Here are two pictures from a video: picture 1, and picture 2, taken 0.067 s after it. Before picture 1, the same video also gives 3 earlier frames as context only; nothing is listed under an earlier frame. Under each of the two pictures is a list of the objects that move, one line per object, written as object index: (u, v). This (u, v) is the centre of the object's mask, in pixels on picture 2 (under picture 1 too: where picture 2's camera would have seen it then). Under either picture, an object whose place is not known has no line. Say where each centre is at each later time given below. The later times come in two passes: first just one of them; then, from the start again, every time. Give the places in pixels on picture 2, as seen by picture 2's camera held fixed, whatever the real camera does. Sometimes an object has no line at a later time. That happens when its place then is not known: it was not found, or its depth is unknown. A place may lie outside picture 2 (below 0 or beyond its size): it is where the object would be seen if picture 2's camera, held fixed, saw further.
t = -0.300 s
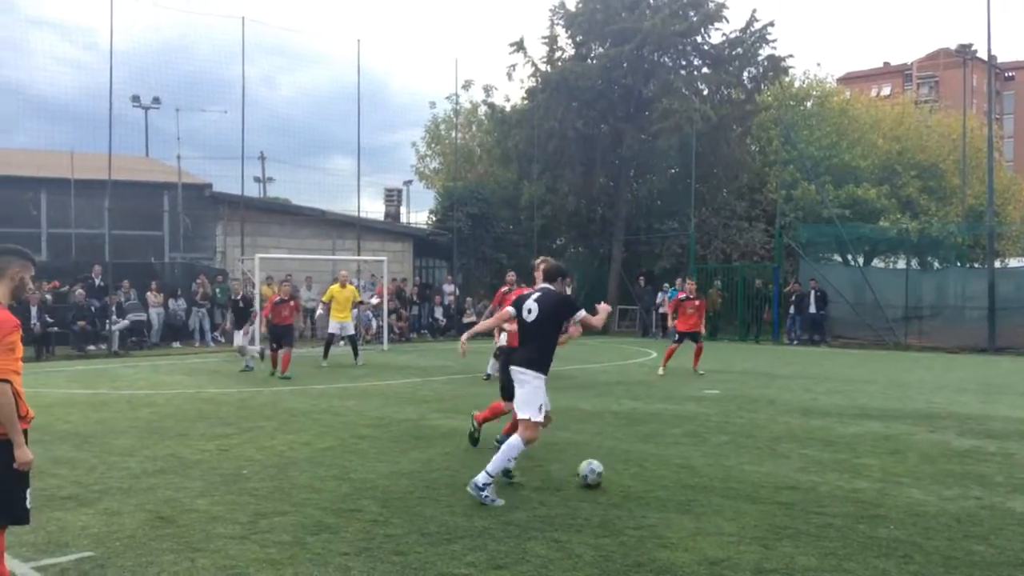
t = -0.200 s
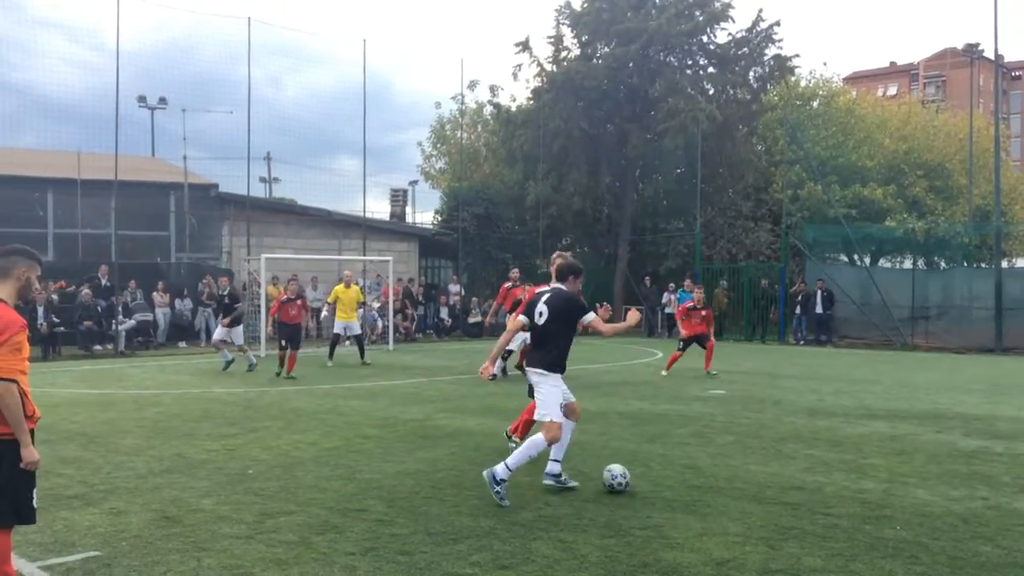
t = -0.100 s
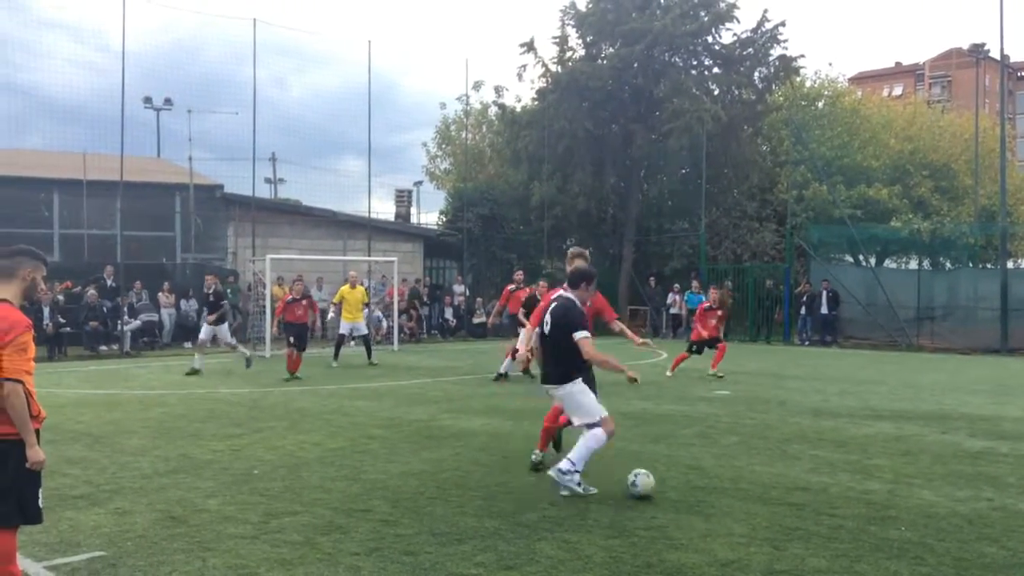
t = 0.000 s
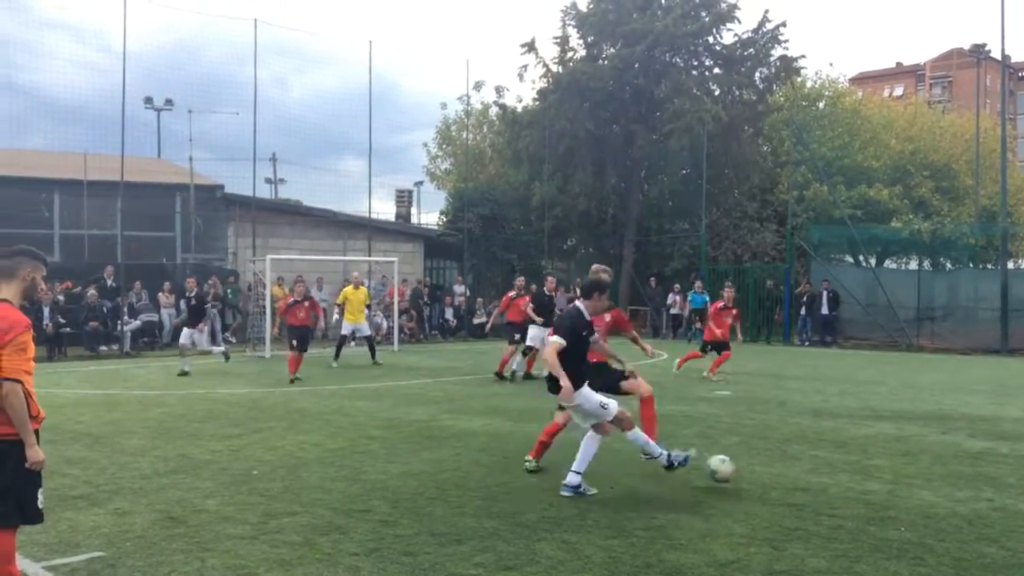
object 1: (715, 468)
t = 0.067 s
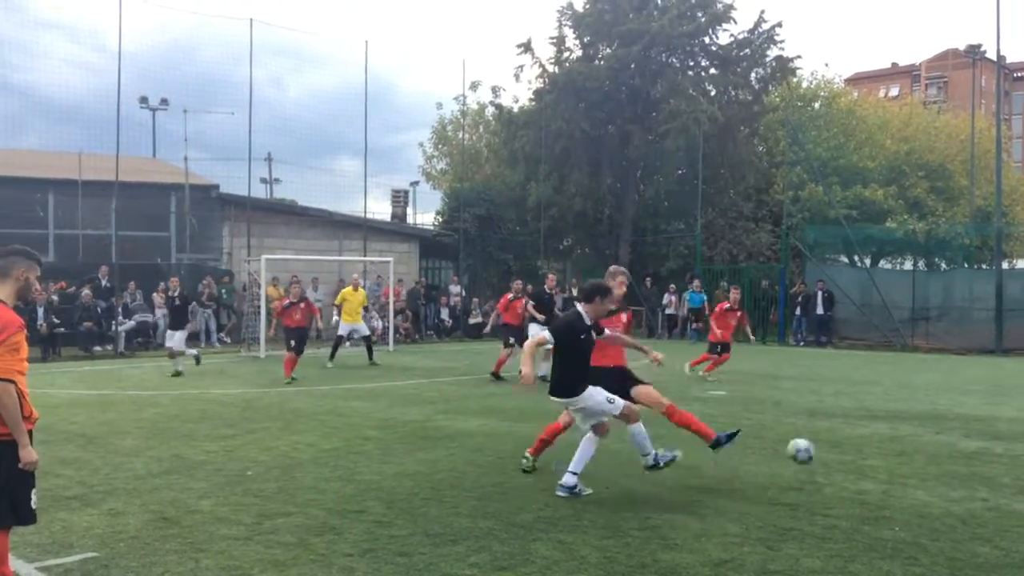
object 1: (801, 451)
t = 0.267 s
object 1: (1003, 438)
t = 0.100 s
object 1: (839, 445)
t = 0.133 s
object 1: (877, 441)
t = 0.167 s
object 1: (911, 439)
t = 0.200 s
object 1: (944, 437)
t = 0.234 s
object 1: (974, 438)
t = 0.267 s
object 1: (1003, 438)
